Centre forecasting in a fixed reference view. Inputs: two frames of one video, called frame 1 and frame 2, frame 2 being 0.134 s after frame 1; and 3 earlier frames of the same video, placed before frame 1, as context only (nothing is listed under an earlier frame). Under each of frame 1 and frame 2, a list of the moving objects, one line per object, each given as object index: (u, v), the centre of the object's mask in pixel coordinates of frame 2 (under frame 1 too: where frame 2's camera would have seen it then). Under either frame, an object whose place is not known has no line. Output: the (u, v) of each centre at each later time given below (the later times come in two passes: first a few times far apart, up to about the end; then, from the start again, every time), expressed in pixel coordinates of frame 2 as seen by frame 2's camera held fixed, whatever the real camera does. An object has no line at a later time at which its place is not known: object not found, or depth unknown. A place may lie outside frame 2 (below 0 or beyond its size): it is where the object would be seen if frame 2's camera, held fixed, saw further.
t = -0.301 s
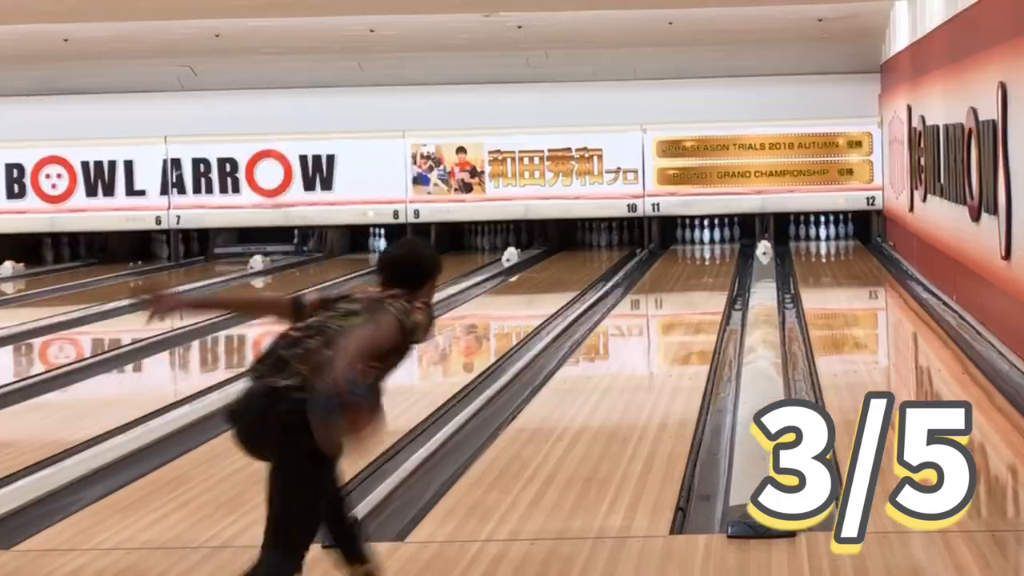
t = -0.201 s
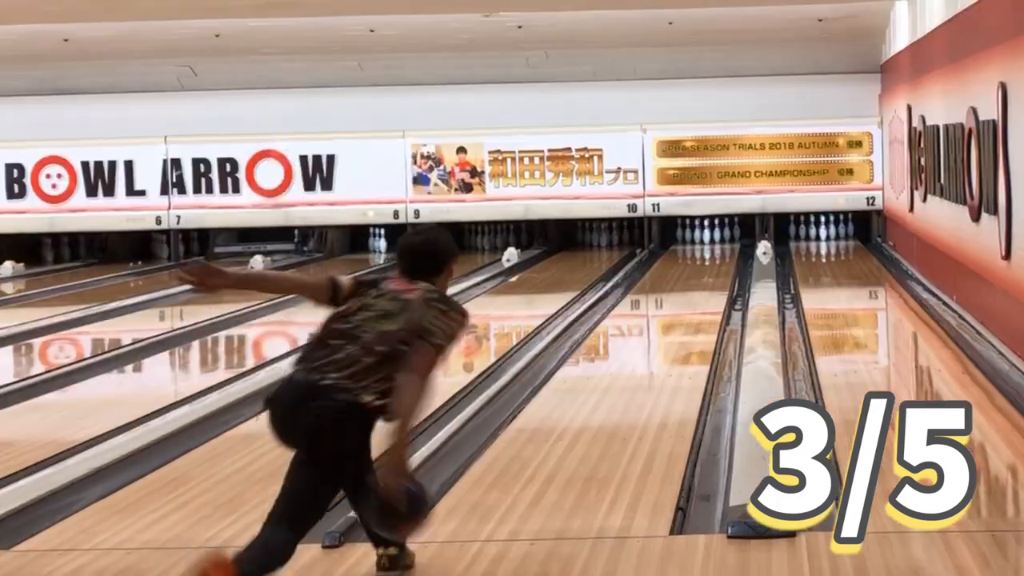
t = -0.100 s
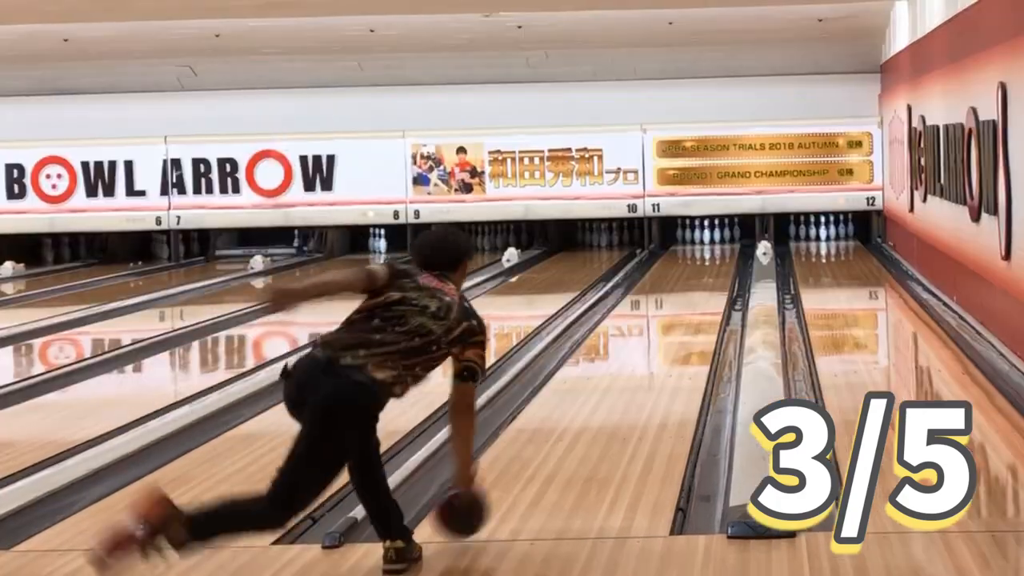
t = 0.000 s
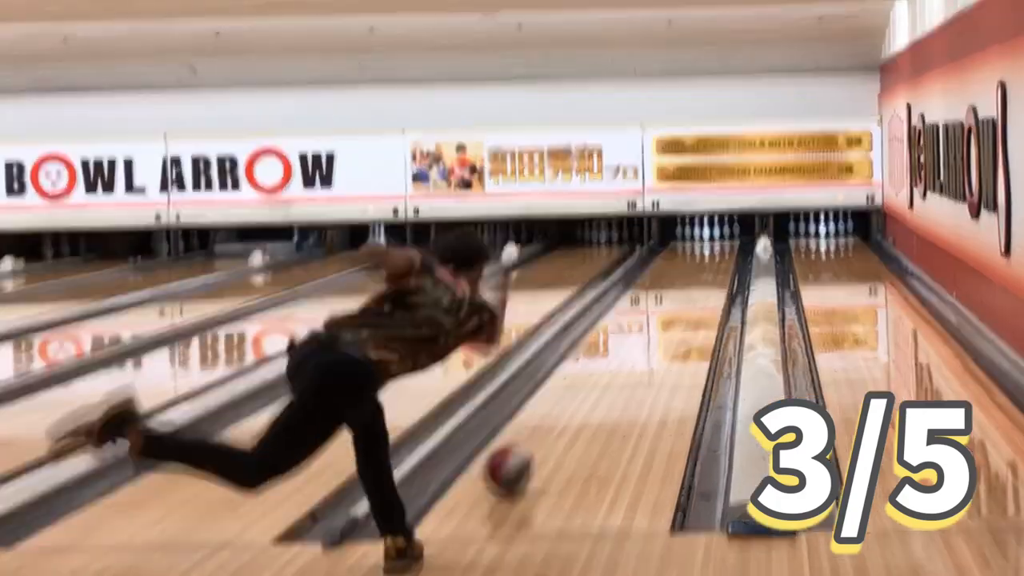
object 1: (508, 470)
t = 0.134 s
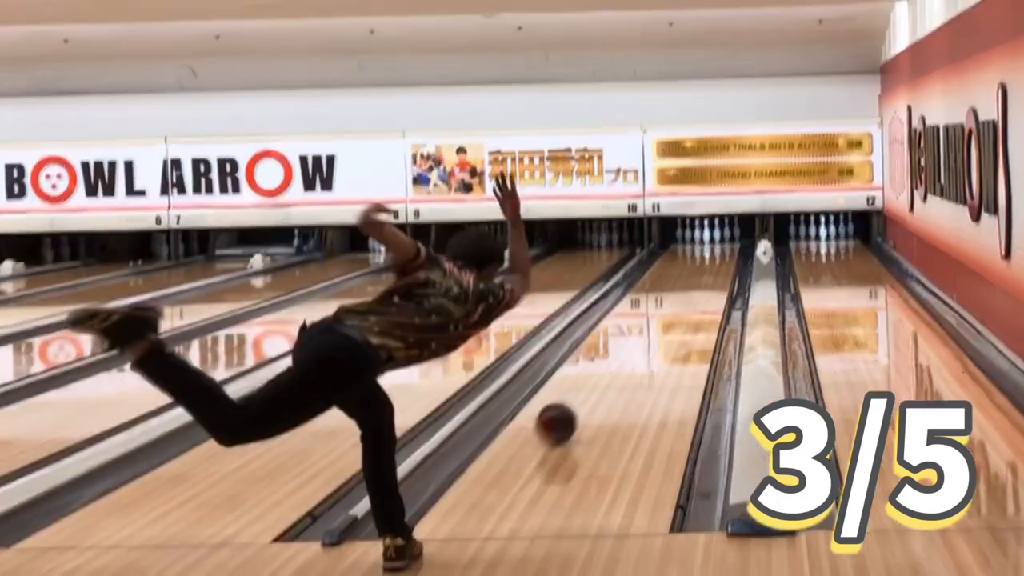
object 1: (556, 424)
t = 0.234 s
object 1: (584, 396)
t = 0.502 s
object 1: (636, 344)
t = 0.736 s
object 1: (666, 312)
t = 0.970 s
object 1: (687, 291)
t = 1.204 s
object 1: (704, 274)
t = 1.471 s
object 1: (718, 257)
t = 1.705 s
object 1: (728, 247)
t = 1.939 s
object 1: (735, 239)
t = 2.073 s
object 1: (738, 232)
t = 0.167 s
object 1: (565, 414)
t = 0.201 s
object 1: (575, 406)
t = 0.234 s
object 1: (584, 396)
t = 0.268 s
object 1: (592, 389)
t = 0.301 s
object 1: (599, 381)
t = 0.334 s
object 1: (606, 374)
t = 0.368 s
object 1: (612, 367)
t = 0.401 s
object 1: (619, 361)
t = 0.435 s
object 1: (625, 355)
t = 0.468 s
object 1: (630, 350)
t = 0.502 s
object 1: (636, 344)
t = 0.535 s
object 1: (641, 338)
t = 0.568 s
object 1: (645, 333)
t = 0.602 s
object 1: (650, 329)
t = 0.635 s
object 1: (654, 325)
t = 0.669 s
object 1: (658, 320)
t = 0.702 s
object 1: (662, 317)
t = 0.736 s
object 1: (666, 312)
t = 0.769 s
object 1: (669, 309)
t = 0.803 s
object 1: (672, 306)
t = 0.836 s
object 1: (676, 302)
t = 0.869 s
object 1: (679, 299)
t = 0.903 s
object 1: (682, 297)
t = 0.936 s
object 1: (685, 294)
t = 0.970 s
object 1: (687, 291)
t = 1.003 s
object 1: (690, 288)
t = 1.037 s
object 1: (692, 286)
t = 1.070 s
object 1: (695, 282)
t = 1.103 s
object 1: (697, 281)
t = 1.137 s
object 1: (700, 279)
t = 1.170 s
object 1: (702, 276)
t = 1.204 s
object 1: (704, 274)
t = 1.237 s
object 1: (705, 271)
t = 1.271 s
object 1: (708, 269)
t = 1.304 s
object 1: (709, 267)
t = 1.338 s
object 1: (712, 265)
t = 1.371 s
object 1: (713, 263)
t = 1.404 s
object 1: (715, 261)
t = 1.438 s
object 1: (715, 258)
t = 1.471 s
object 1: (718, 257)
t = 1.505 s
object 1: (719, 255)
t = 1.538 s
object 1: (721, 254)
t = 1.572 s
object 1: (722, 253)
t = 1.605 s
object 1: (724, 251)
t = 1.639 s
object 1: (724, 250)
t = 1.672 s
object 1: (726, 248)
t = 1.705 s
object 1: (728, 247)
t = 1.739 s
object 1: (730, 246)
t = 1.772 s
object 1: (730, 245)
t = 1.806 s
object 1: (731, 244)
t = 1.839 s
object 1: (732, 244)
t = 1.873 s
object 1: (733, 241)
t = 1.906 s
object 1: (734, 240)
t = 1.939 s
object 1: (735, 239)
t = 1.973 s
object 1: (735, 238)
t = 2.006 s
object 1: (736, 238)
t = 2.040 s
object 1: (737, 235)
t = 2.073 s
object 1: (738, 232)
